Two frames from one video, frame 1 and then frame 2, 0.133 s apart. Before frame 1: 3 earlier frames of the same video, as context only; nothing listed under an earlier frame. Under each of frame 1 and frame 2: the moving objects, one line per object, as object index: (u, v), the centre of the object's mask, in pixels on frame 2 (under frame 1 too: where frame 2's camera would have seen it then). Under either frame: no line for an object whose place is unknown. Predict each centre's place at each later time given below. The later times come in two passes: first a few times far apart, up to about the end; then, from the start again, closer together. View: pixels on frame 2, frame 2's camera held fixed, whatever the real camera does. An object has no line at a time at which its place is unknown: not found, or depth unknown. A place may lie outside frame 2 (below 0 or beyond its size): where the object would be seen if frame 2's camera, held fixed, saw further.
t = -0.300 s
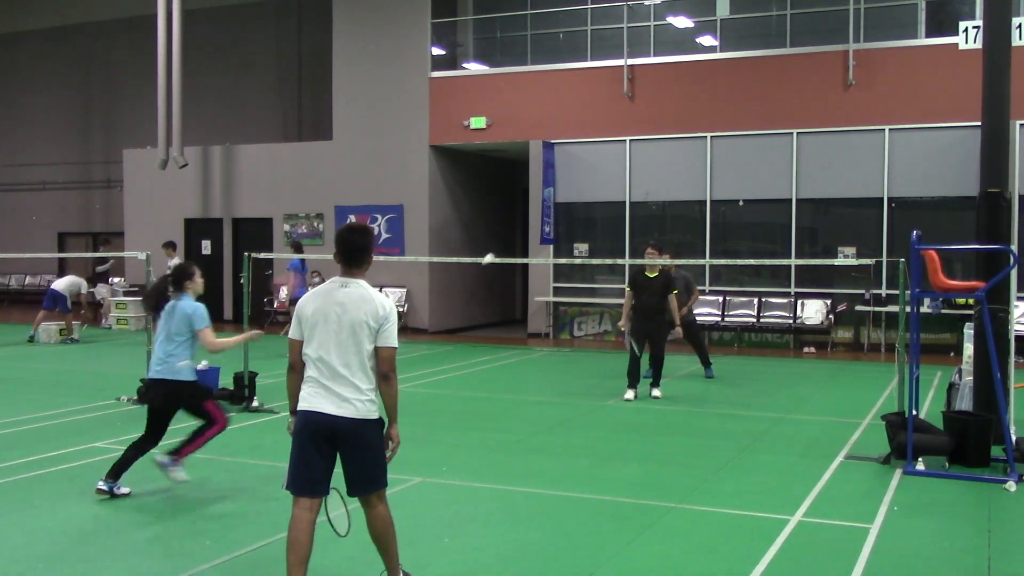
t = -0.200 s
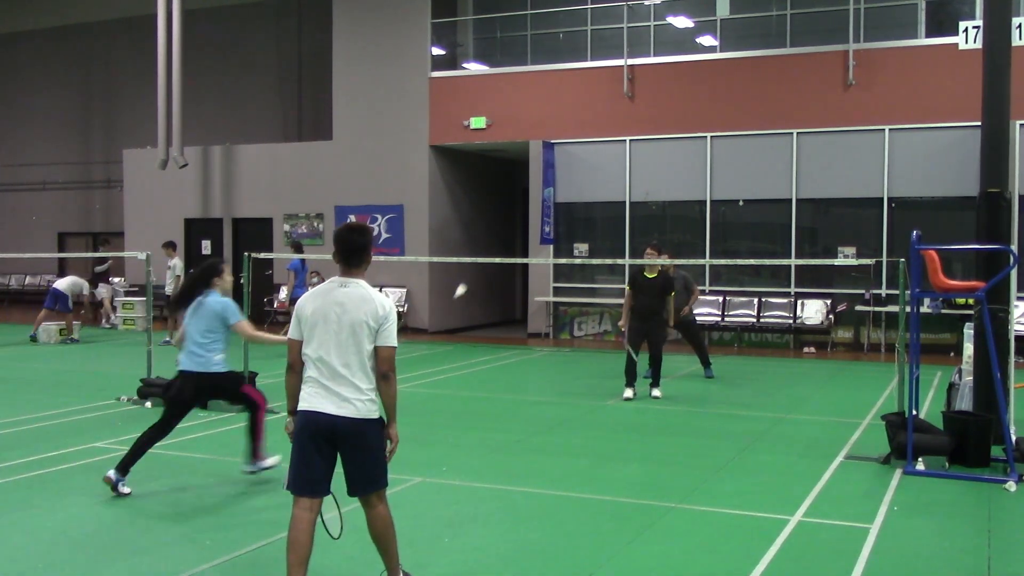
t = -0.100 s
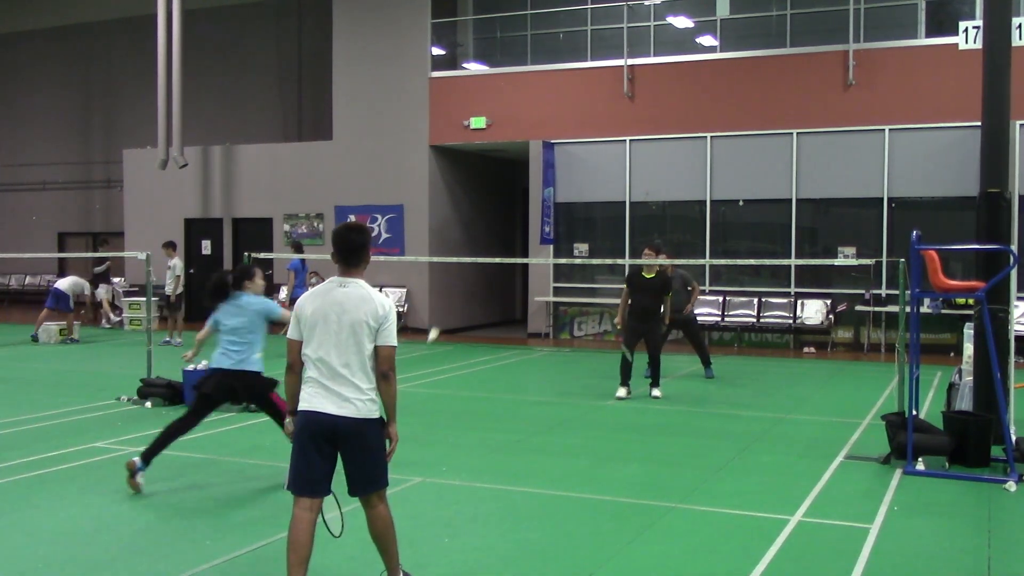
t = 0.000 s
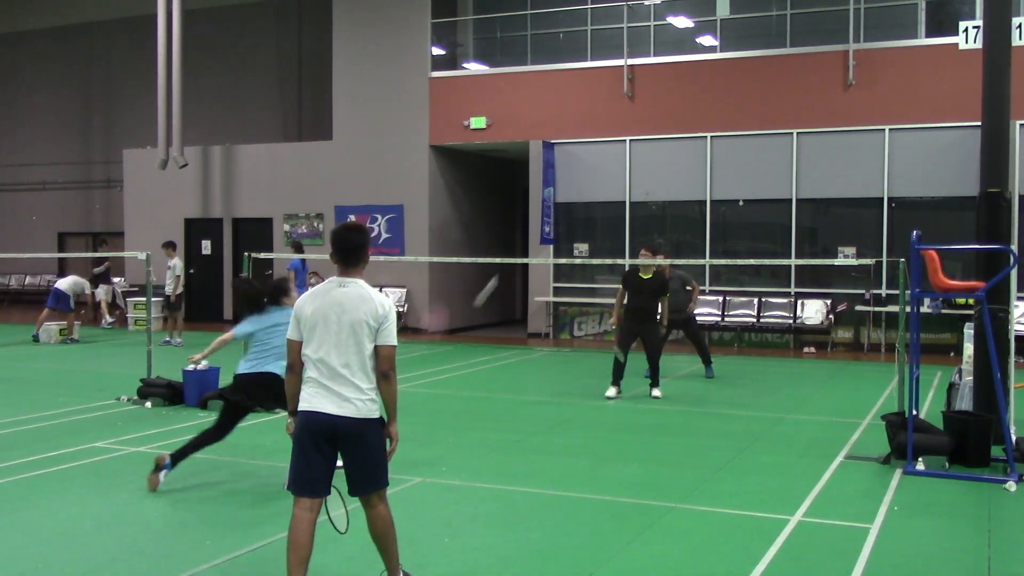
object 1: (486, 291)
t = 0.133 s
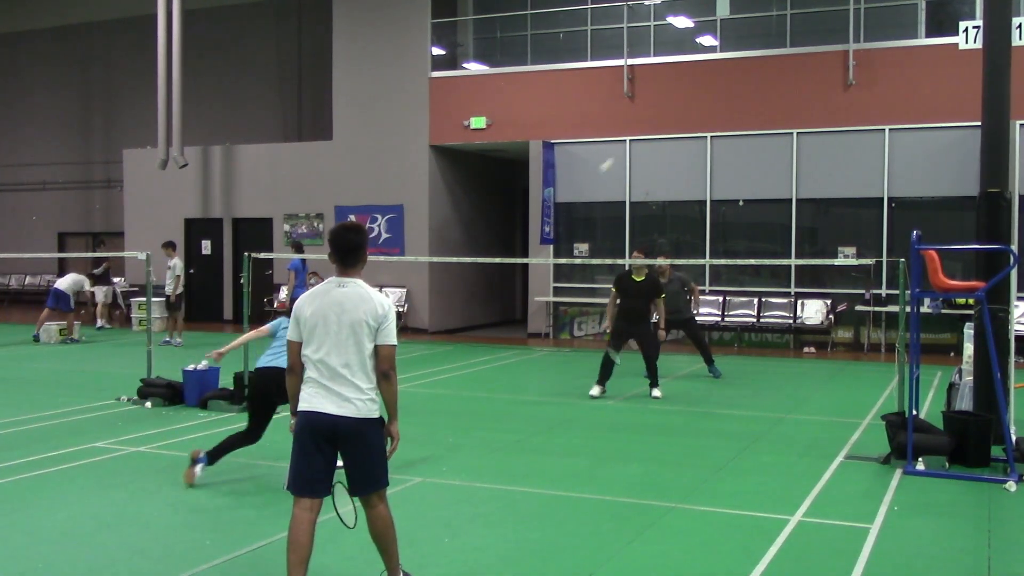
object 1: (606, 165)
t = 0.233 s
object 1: (663, 119)
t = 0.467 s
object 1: (741, 83)
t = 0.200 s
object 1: (647, 131)
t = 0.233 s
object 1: (663, 119)
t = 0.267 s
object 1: (678, 109)
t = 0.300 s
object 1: (691, 101)
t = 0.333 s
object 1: (698, 98)
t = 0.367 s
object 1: (710, 92)
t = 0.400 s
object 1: (721, 88)
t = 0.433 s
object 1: (731, 85)
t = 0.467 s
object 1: (741, 83)
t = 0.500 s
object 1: (750, 83)
